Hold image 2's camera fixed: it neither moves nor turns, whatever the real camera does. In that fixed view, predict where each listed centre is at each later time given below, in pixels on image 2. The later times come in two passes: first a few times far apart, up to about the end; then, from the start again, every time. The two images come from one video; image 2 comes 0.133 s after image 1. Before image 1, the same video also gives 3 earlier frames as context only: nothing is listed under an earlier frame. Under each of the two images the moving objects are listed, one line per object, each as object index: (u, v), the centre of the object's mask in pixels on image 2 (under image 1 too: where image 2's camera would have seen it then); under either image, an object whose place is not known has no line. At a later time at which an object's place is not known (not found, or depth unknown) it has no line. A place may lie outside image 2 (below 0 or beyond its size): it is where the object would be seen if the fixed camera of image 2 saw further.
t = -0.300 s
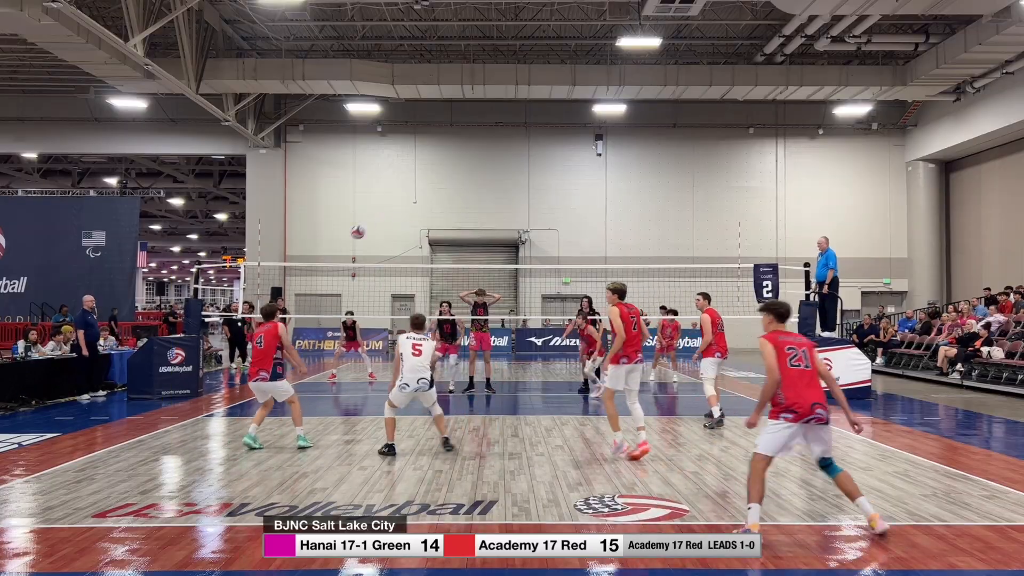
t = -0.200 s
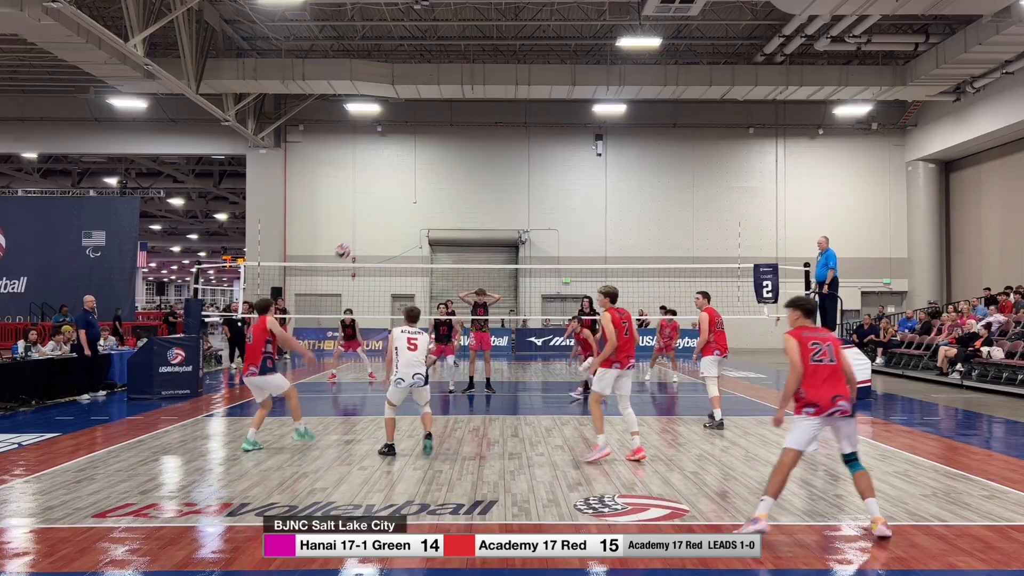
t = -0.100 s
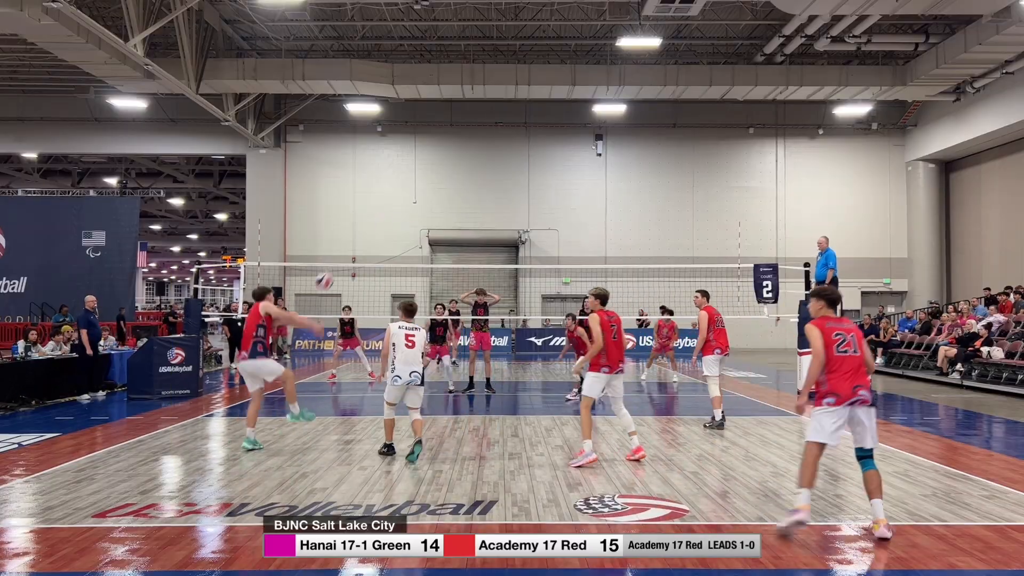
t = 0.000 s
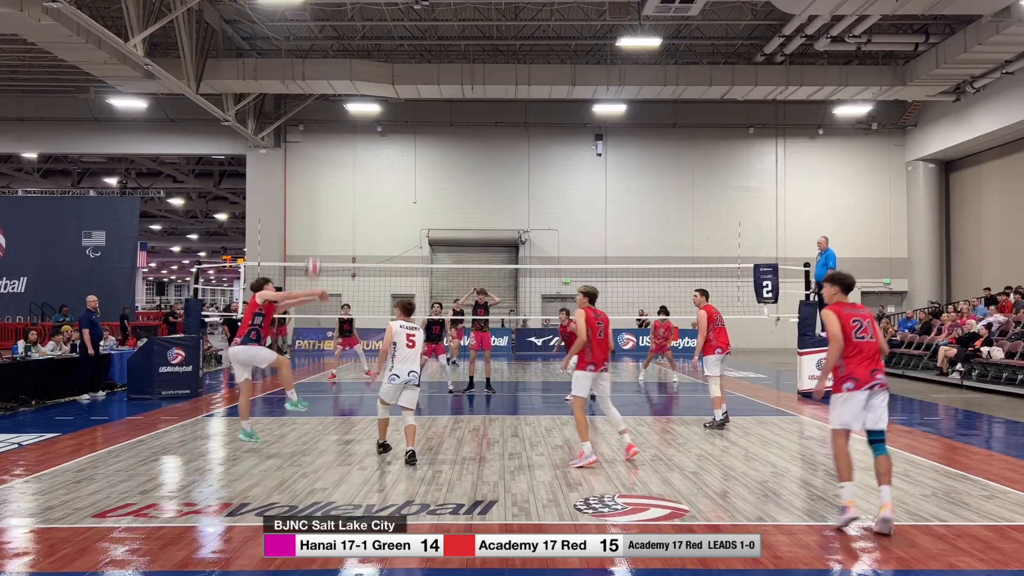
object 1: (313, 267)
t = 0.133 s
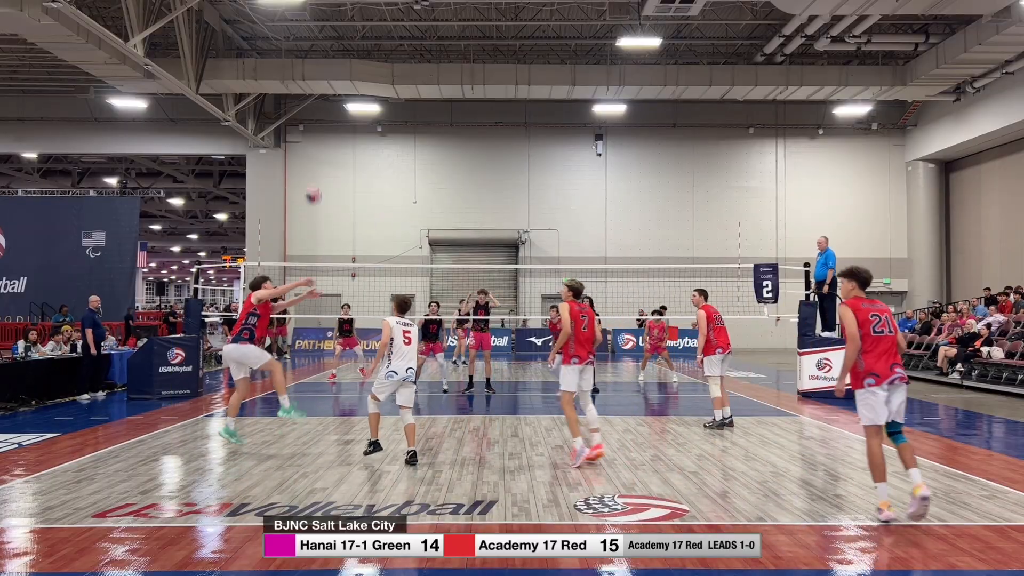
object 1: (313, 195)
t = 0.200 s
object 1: (313, 165)
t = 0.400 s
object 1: (310, 106)
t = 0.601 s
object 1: (308, 82)
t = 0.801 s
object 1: (307, 88)
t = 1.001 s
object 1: (305, 117)
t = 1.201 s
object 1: (304, 168)
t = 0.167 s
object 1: (313, 179)
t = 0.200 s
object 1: (313, 165)
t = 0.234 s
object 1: (312, 153)
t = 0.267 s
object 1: (312, 140)
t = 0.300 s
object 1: (311, 130)
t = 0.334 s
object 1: (311, 122)
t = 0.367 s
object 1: (310, 113)
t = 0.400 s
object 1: (310, 106)
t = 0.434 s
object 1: (310, 100)
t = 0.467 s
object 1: (310, 95)
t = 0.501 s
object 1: (309, 90)
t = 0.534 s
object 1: (309, 87)
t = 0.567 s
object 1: (309, 84)
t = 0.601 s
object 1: (308, 82)
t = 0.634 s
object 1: (308, 81)
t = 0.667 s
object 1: (308, 81)
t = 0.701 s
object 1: (307, 82)
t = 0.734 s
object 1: (307, 83)
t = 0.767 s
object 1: (307, 85)
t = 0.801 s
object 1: (307, 88)
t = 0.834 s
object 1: (306, 91)
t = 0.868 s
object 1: (306, 95)
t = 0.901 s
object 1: (306, 99)
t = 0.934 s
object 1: (306, 105)
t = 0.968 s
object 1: (306, 111)
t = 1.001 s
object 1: (305, 117)
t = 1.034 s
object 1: (305, 124)
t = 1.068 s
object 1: (304, 131)
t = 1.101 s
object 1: (304, 139)
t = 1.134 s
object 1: (304, 149)
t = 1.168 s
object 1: (304, 158)
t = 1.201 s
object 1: (304, 168)
